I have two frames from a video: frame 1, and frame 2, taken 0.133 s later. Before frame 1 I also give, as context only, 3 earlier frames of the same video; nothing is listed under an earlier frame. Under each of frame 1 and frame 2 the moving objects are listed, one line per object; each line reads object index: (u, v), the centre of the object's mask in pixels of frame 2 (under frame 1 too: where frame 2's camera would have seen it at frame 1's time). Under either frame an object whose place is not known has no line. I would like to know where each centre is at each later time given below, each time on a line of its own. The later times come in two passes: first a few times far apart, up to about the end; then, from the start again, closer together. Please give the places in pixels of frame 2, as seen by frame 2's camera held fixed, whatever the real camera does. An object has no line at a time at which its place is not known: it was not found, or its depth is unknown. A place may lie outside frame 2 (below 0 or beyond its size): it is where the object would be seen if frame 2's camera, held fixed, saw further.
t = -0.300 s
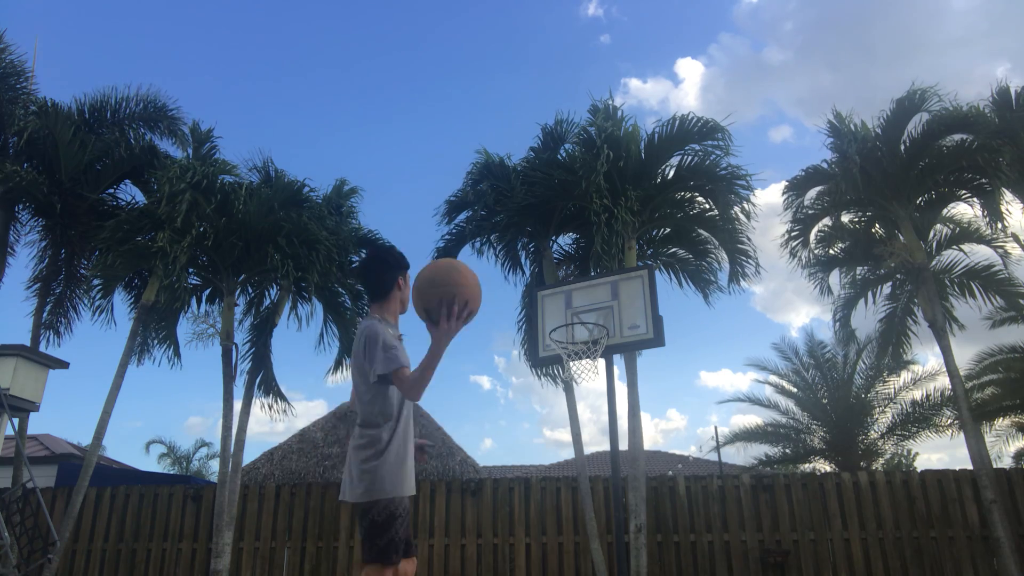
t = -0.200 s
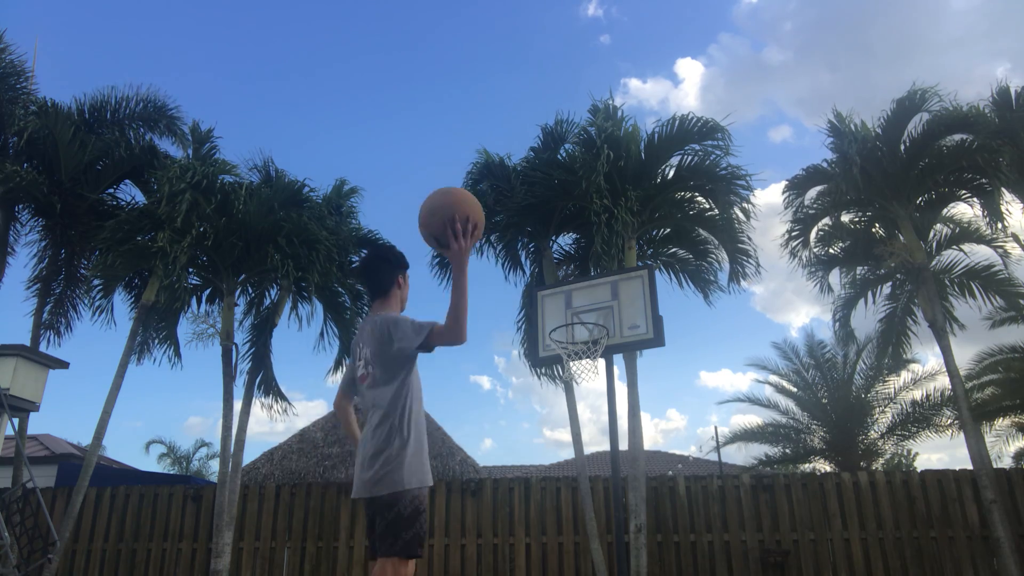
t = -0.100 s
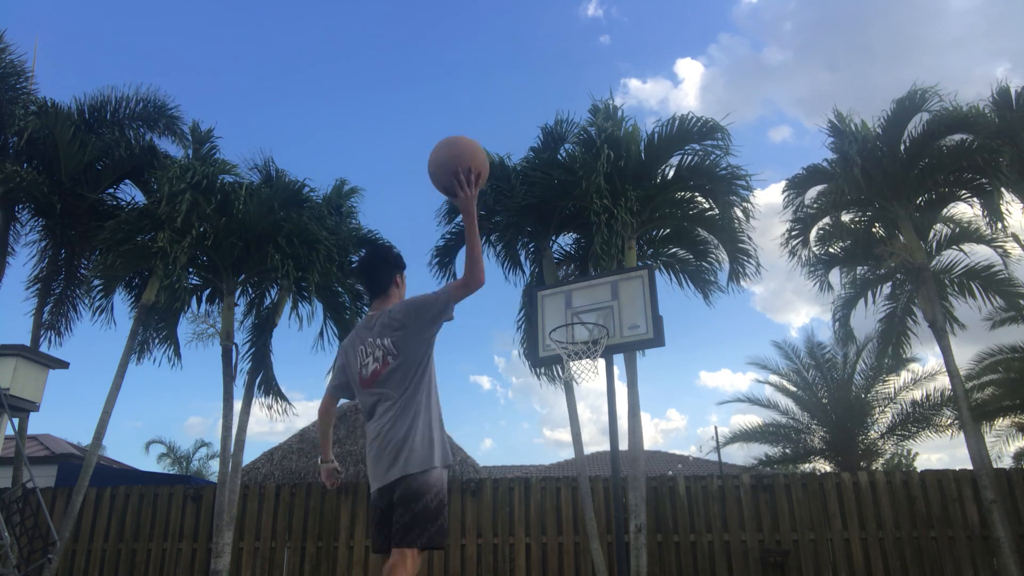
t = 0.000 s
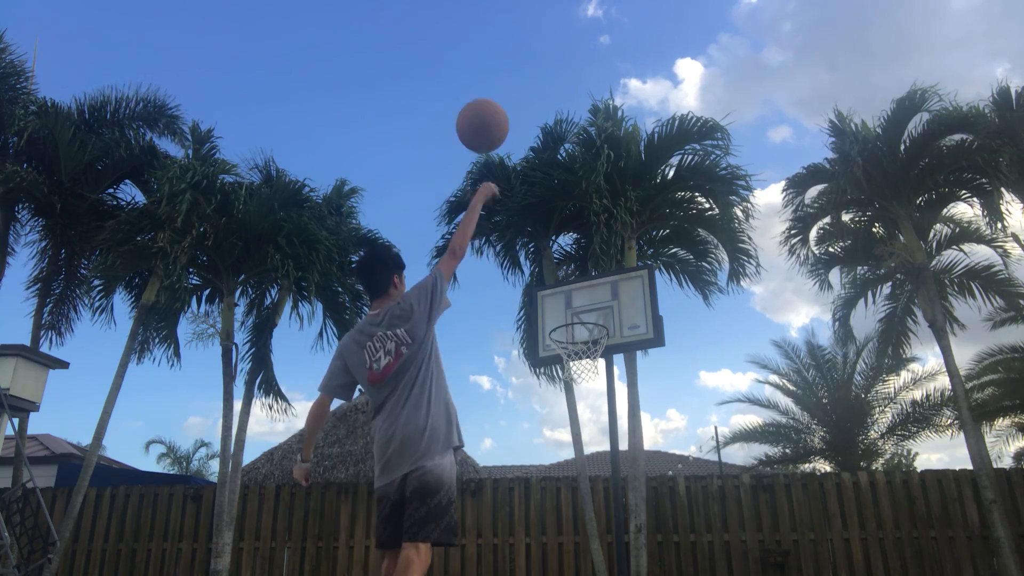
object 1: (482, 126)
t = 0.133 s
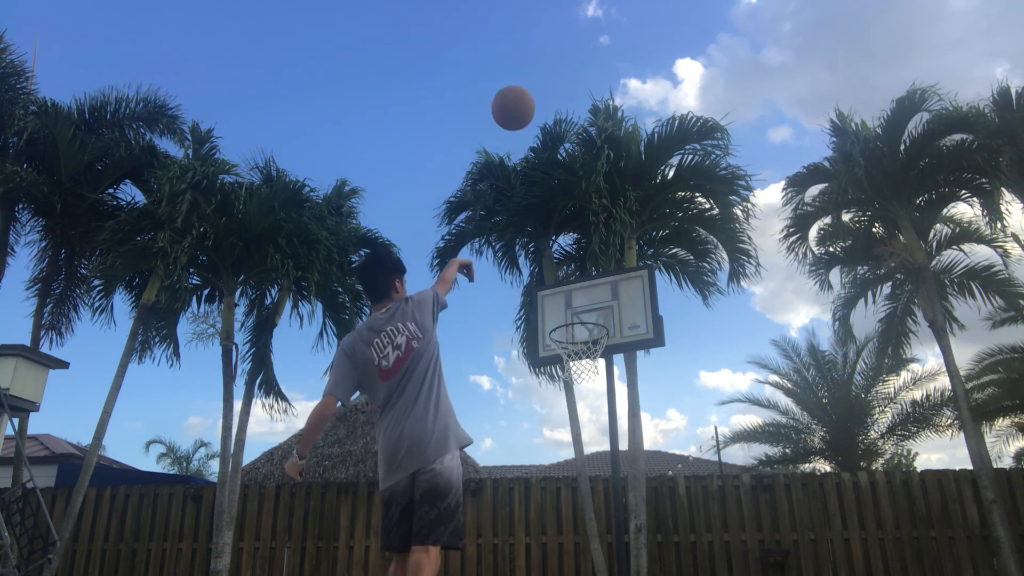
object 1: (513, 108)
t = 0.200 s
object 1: (524, 110)
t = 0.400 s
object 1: (550, 147)
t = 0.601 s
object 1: (569, 214)
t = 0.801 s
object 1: (582, 300)
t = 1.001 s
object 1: (574, 311)
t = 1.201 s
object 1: (613, 310)
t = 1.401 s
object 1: (655, 354)
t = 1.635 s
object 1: (714, 470)
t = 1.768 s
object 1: (752, 568)
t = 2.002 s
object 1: (779, 535)
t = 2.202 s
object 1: (788, 438)
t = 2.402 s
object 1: (805, 400)
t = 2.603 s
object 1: (831, 418)
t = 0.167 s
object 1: (519, 108)
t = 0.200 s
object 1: (524, 110)
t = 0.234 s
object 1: (529, 114)
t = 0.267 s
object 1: (534, 118)
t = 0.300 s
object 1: (538, 124)
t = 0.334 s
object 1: (543, 131)
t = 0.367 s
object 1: (546, 138)
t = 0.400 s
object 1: (550, 147)
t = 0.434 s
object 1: (554, 157)
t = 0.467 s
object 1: (557, 167)
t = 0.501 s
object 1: (561, 178)
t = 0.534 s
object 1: (564, 189)
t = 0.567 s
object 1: (567, 201)
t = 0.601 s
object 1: (569, 214)
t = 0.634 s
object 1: (572, 227)
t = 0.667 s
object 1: (575, 242)
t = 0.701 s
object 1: (578, 257)
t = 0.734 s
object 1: (580, 272)
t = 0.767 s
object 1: (583, 288)
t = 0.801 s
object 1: (582, 300)
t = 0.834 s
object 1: (576, 303)
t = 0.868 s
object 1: (570, 309)
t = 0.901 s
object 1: (564, 316)
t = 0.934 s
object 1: (562, 321)
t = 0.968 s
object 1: (568, 316)
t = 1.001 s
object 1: (574, 311)
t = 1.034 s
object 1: (581, 307)
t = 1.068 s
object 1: (587, 306)
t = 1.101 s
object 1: (593, 305)
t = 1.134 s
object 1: (600, 305)
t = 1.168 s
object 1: (606, 307)
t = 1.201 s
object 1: (613, 310)
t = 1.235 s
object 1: (619, 314)
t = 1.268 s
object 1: (626, 320)
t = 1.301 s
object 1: (634, 326)
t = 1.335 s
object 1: (641, 334)
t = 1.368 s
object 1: (648, 343)
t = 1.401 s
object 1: (655, 354)
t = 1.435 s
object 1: (663, 366)
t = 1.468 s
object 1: (671, 379)
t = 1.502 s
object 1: (679, 394)
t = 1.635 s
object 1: (714, 470)
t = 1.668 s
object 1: (723, 494)
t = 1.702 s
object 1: (732, 520)
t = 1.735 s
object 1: (742, 547)
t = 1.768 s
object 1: (752, 568)
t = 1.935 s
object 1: (776, 570)
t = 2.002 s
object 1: (779, 535)
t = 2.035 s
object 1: (780, 514)
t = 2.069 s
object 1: (781, 495)
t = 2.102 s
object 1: (782, 479)
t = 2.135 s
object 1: (784, 463)
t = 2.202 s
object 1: (788, 438)
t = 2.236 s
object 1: (790, 428)
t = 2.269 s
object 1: (792, 419)
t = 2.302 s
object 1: (795, 411)
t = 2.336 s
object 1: (798, 406)
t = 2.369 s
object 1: (801, 402)
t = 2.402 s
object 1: (805, 400)
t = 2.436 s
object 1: (808, 399)
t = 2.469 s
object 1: (812, 400)
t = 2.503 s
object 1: (816, 401)
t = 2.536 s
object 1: (821, 405)
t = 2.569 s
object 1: (826, 411)
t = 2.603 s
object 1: (831, 418)
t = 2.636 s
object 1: (836, 427)
